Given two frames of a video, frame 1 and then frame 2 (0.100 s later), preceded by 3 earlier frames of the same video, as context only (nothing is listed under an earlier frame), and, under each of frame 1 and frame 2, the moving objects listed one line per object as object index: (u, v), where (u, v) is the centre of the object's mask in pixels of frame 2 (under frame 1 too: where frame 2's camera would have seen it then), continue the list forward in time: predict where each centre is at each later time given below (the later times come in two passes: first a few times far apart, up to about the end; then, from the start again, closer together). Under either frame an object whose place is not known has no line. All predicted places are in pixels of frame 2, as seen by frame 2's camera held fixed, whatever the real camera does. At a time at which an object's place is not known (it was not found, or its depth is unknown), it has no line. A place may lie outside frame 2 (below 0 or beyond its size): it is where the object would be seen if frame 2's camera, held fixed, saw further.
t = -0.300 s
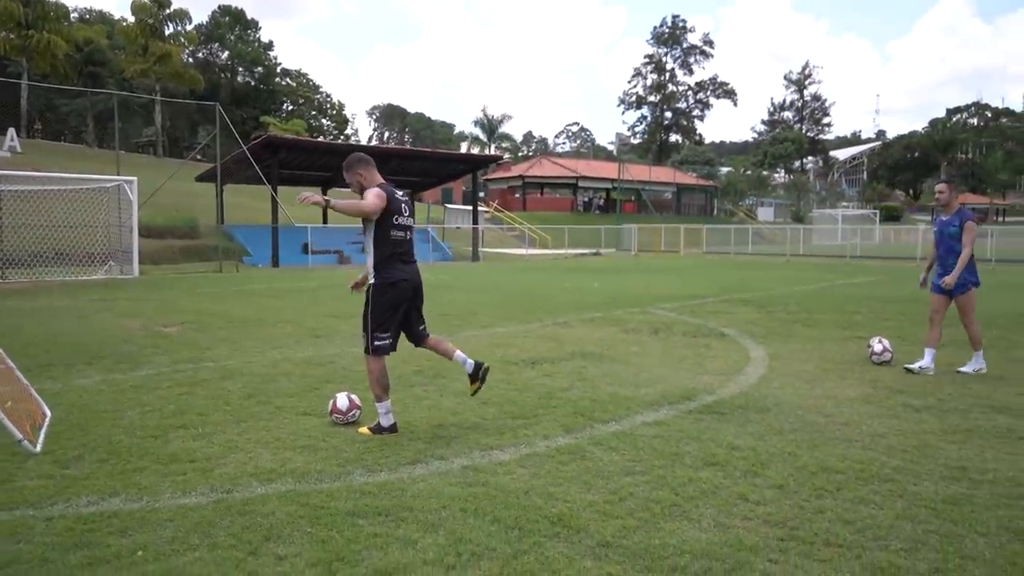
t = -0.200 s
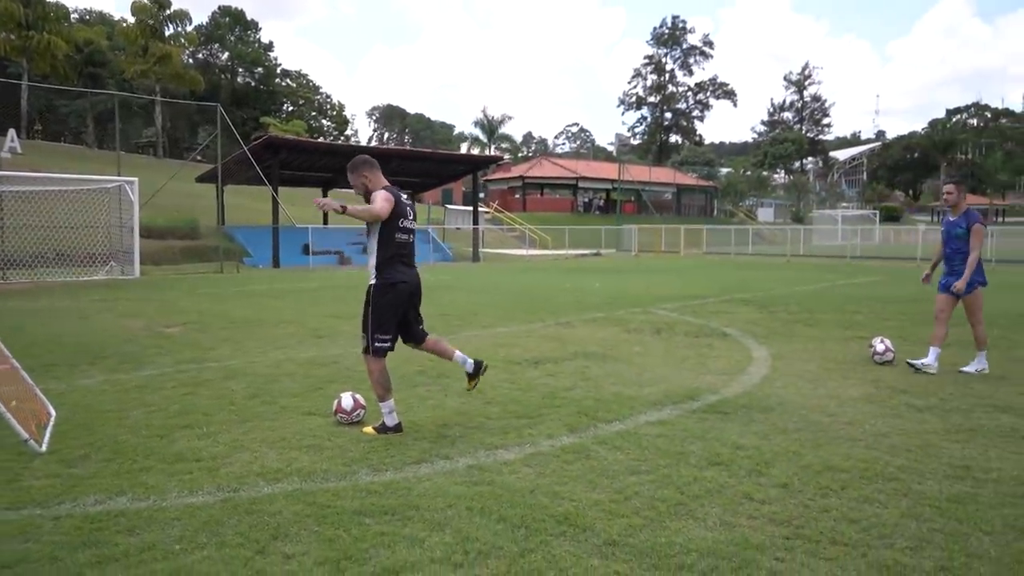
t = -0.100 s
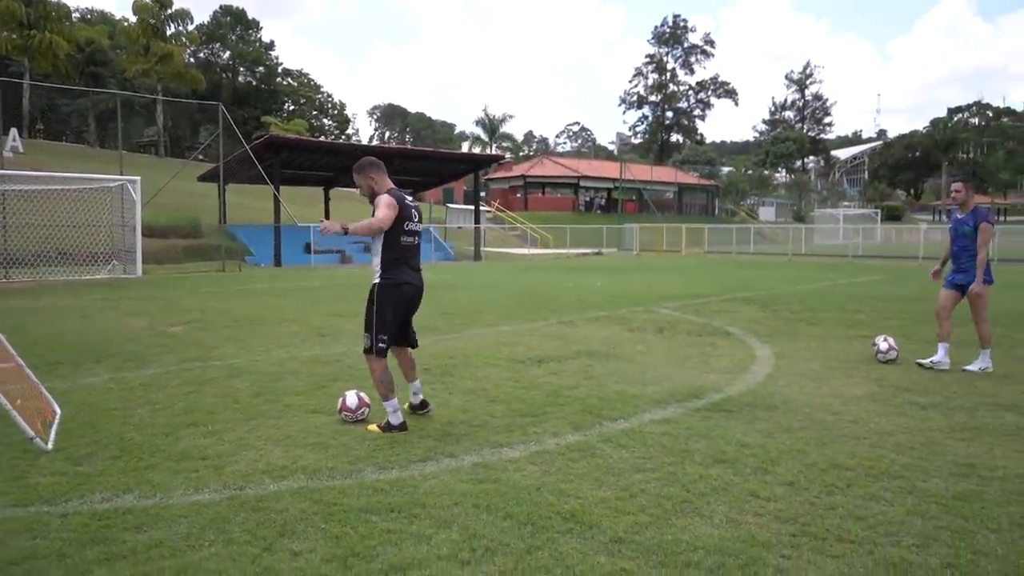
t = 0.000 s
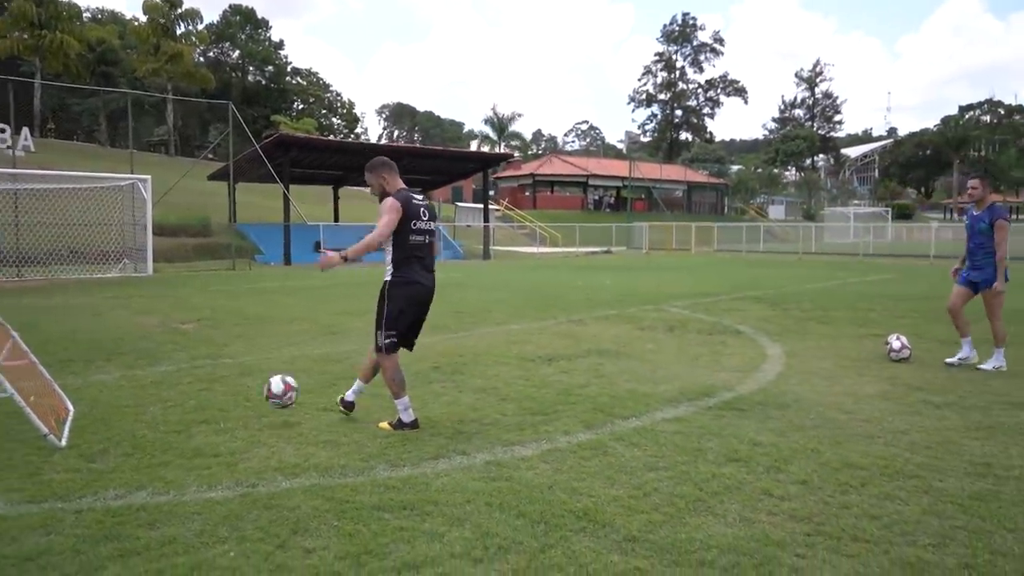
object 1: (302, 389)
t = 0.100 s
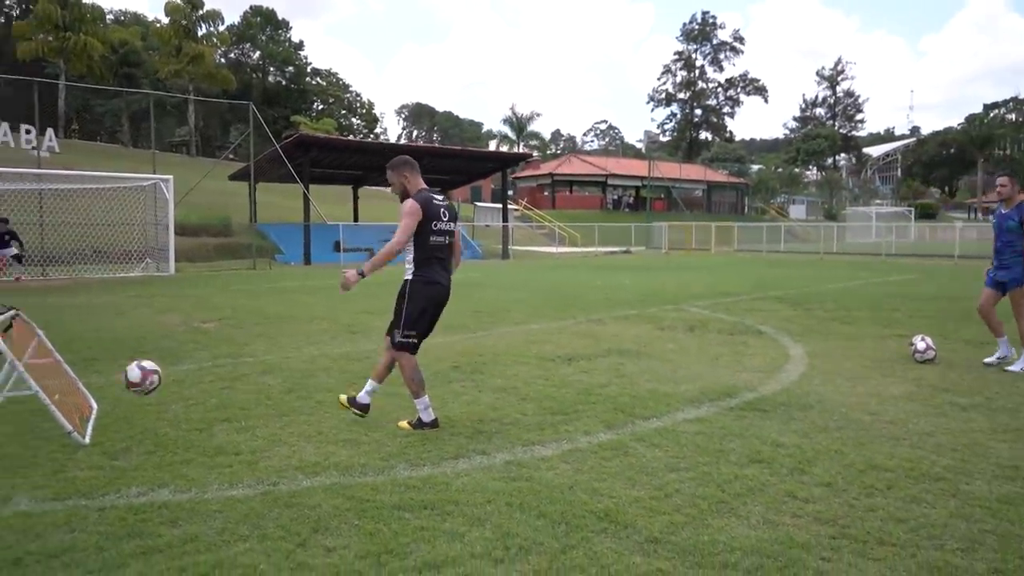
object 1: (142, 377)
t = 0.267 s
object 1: (65, 297)
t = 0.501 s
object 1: (154, 165)
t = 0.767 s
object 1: (243, 124)
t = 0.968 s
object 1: (304, 157)
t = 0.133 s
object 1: (86, 376)
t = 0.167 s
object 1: (33, 375)
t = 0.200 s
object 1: (33, 354)
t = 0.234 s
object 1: (49, 324)
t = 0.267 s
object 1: (65, 297)
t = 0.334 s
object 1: (90, 249)
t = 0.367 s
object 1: (104, 228)
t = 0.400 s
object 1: (117, 209)
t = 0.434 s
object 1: (129, 192)
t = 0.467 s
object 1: (142, 177)
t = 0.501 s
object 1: (154, 165)
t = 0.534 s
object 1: (166, 154)
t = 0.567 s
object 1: (178, 144)
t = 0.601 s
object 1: (188, 137)
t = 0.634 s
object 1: (200, 133)
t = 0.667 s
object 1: (211, 128)
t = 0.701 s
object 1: (222, 125)
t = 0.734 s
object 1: (232, 124)
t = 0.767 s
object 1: (243, 124)
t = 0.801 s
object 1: (254, 126)
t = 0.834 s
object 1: (264, 129)
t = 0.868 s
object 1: (274, 135)
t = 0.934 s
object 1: (294, 148)
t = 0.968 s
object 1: (304, 157)
